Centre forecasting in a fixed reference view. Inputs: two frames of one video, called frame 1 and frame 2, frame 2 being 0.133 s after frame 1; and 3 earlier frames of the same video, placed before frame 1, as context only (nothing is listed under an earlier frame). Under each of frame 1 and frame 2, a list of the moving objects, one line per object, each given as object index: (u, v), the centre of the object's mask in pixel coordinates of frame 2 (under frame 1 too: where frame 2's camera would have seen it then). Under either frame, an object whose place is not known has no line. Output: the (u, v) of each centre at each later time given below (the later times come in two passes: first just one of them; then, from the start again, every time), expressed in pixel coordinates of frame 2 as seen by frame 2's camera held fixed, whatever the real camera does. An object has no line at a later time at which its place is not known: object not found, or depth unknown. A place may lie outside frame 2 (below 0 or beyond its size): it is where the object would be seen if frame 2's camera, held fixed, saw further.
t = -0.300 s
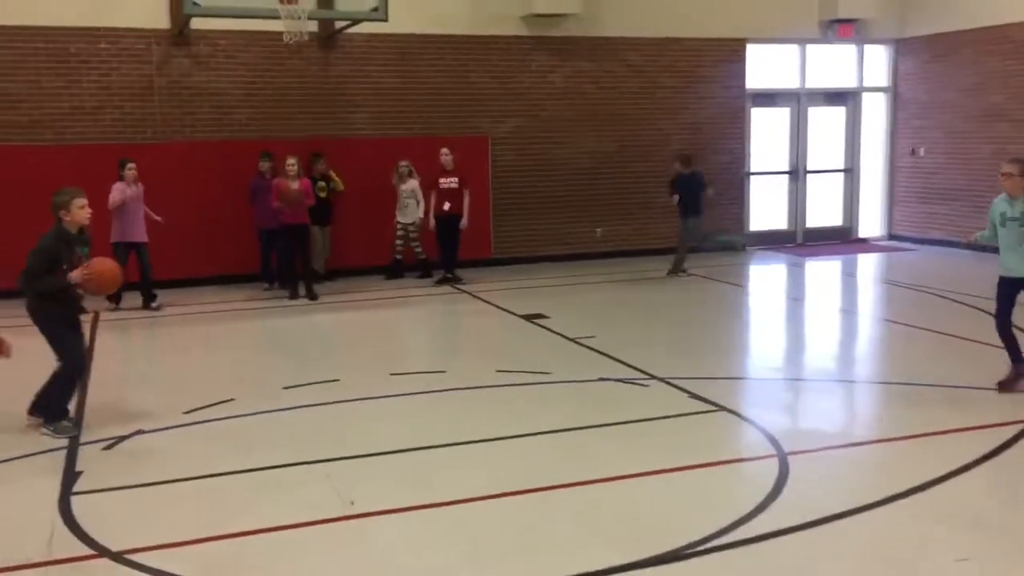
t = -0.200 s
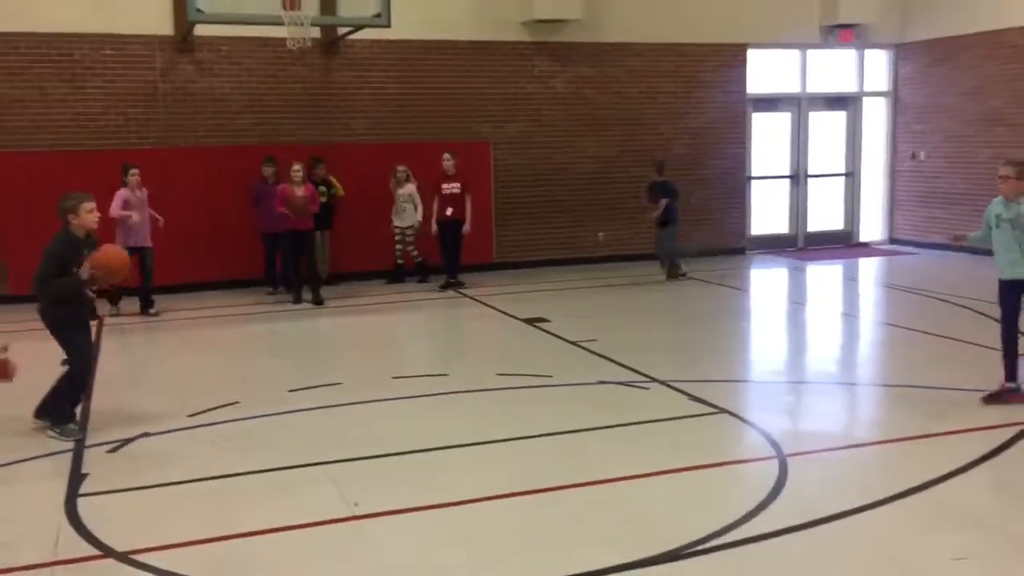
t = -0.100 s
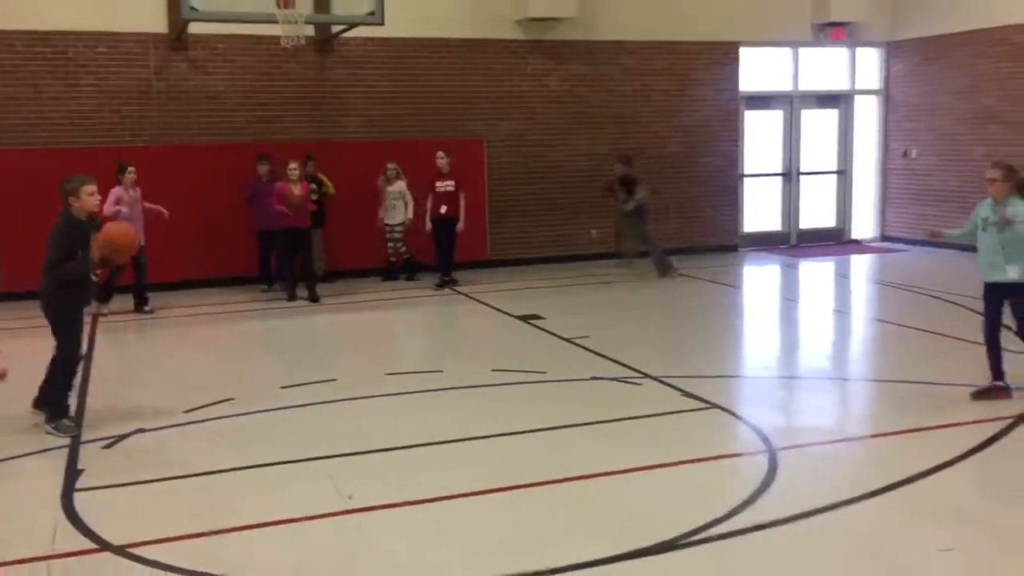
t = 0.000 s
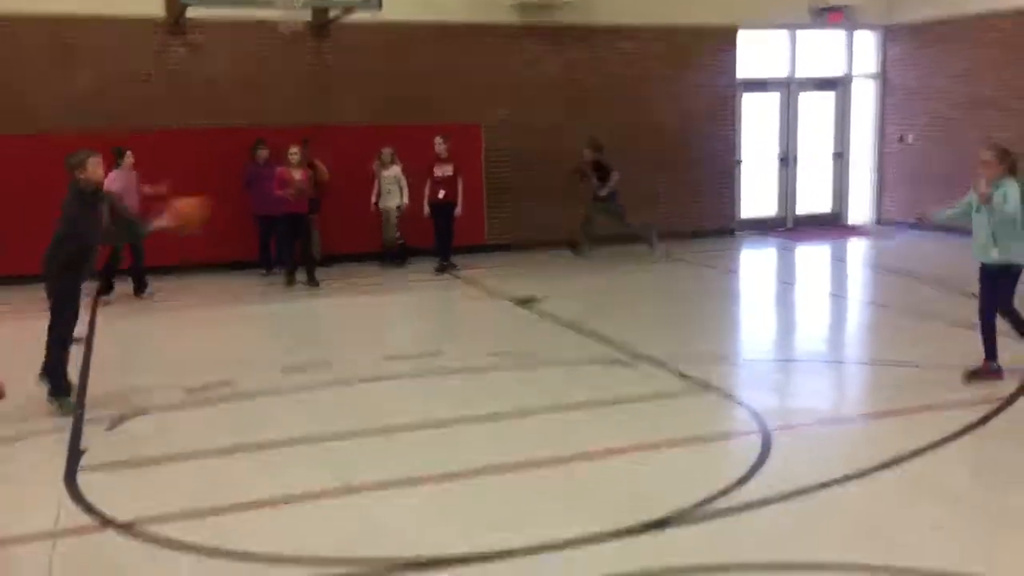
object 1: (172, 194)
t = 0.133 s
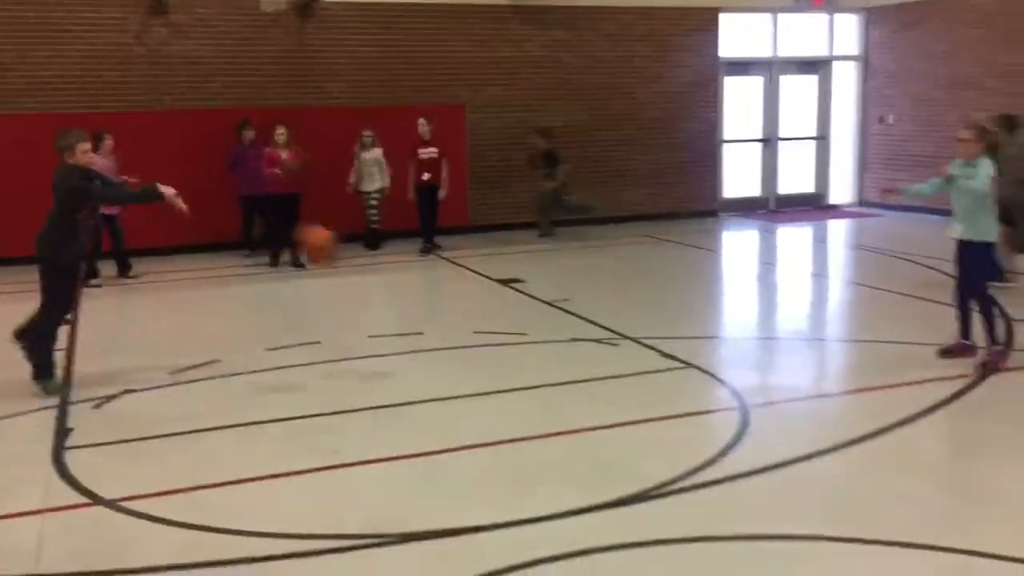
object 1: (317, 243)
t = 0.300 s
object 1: (493, 345)
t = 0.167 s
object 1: (355, 263)
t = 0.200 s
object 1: (390, 282)
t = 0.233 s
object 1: (424, 300)
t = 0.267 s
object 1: (458, 321)
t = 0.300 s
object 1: (493, 345)
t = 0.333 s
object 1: (524, 365)
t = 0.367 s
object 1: (540, 342)
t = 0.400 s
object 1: (554, 322)
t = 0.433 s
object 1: (570, 302)
